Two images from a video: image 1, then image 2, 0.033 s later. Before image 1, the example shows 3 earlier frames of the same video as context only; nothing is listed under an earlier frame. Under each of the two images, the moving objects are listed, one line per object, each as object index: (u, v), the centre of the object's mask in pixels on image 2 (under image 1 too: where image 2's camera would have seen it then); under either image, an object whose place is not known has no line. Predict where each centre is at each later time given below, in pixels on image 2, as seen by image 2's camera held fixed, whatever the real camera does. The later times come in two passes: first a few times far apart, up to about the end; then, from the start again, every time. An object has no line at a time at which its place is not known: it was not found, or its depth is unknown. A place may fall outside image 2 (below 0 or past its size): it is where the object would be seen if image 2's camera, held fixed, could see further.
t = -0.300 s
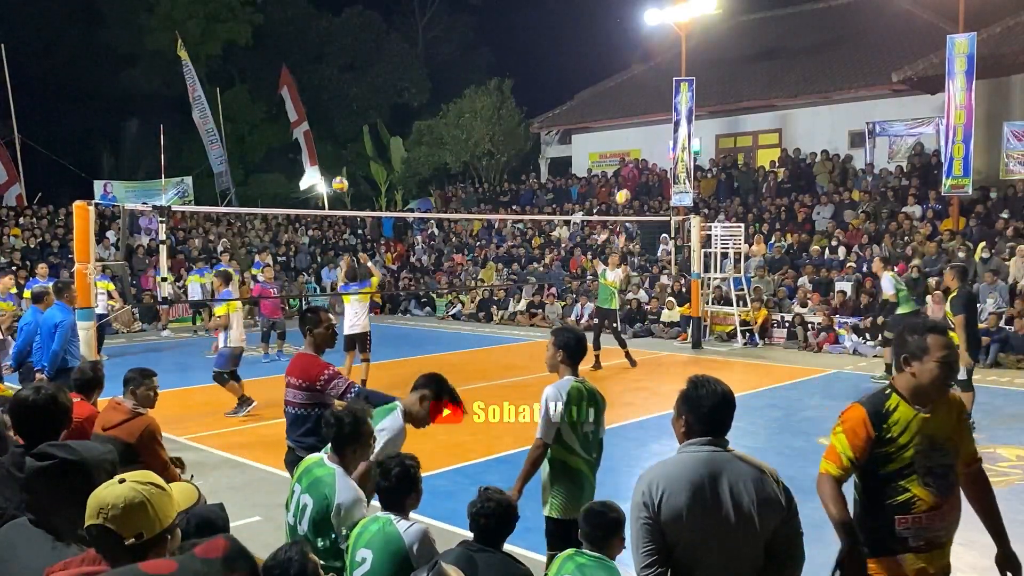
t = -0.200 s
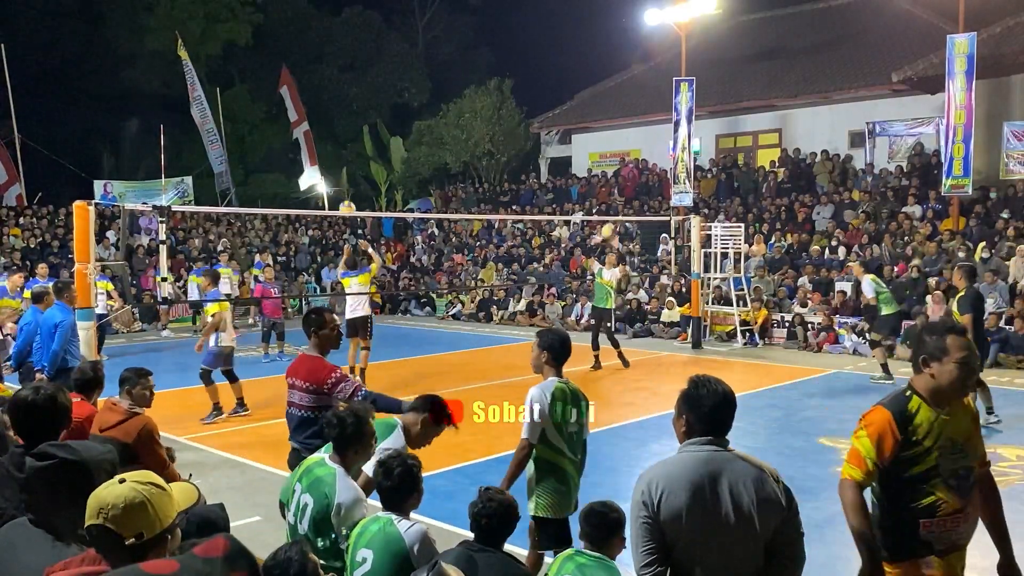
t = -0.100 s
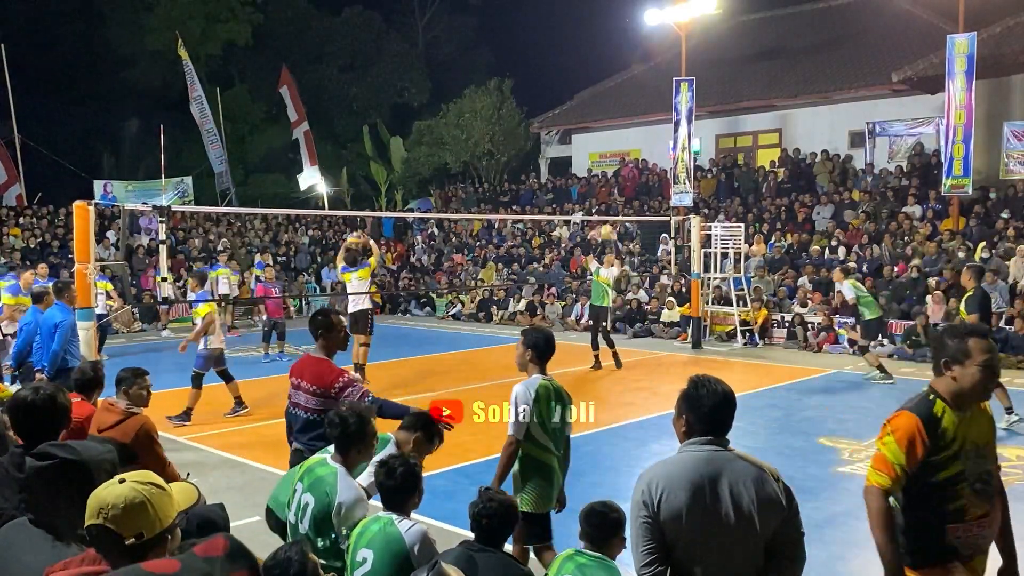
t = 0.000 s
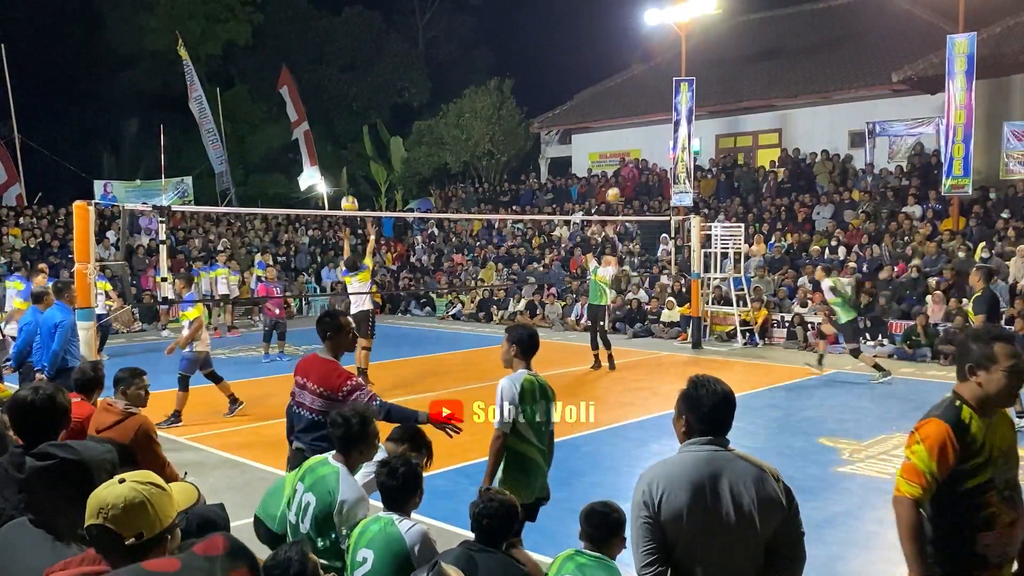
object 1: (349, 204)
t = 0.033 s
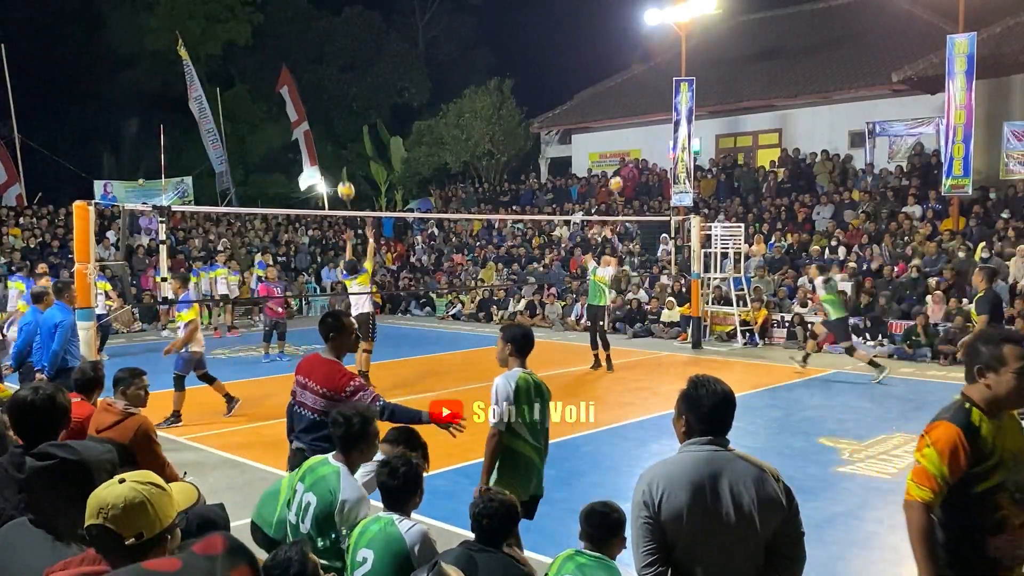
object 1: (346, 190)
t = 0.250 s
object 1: (323, 115)
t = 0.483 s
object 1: (298, 73)
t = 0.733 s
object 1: (271, 79)
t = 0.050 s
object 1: (344, 183)
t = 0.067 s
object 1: (343, 177)
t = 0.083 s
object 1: (341, 170)
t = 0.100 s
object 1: (339, 163)
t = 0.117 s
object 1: (337, 157)
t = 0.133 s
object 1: (335, 151)
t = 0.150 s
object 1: (334, 145)
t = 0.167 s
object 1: (332, 140)
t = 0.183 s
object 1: (330, 134)
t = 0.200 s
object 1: (328, 129)
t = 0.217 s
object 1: (327, 124)
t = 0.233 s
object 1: (325, 119)
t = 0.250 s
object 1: (323, 115)
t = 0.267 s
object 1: (321, 110)
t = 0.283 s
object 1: (319, 106)
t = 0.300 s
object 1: (317, 102)
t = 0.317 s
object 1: (316, 99)
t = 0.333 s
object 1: (314, 95)
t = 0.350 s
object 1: (312, 92)
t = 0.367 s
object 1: (310, 89)
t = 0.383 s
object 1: (309, 86)
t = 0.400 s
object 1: (307, 83)
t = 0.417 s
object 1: (305, 81)
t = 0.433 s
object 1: (303, 78)
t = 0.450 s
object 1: (301, 77)
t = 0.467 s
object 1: (300, 75)
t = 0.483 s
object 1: (298, 73)
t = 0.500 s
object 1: (296, 72)
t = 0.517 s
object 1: (294, 71)
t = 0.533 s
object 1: (292, 70)
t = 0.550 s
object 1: (291, 70)
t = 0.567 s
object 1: (289, 69)
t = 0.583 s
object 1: (287, 69)
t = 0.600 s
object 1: (285, 69)
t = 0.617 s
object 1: (283, 70)
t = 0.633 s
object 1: (282, 70)
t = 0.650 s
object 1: (280, 71)
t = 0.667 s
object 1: (278, 72)
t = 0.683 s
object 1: (276, 74)
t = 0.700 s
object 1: (275, 75)
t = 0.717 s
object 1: (273, 77)
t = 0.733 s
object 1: (271, 79)
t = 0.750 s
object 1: (270, 82)
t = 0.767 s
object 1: (268, 84)
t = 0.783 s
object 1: (266, 87)
